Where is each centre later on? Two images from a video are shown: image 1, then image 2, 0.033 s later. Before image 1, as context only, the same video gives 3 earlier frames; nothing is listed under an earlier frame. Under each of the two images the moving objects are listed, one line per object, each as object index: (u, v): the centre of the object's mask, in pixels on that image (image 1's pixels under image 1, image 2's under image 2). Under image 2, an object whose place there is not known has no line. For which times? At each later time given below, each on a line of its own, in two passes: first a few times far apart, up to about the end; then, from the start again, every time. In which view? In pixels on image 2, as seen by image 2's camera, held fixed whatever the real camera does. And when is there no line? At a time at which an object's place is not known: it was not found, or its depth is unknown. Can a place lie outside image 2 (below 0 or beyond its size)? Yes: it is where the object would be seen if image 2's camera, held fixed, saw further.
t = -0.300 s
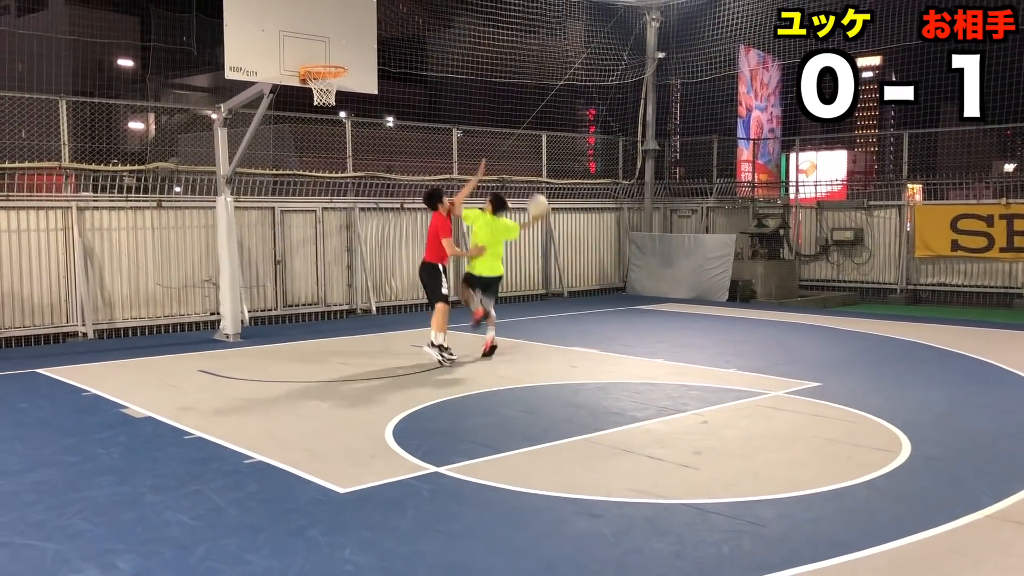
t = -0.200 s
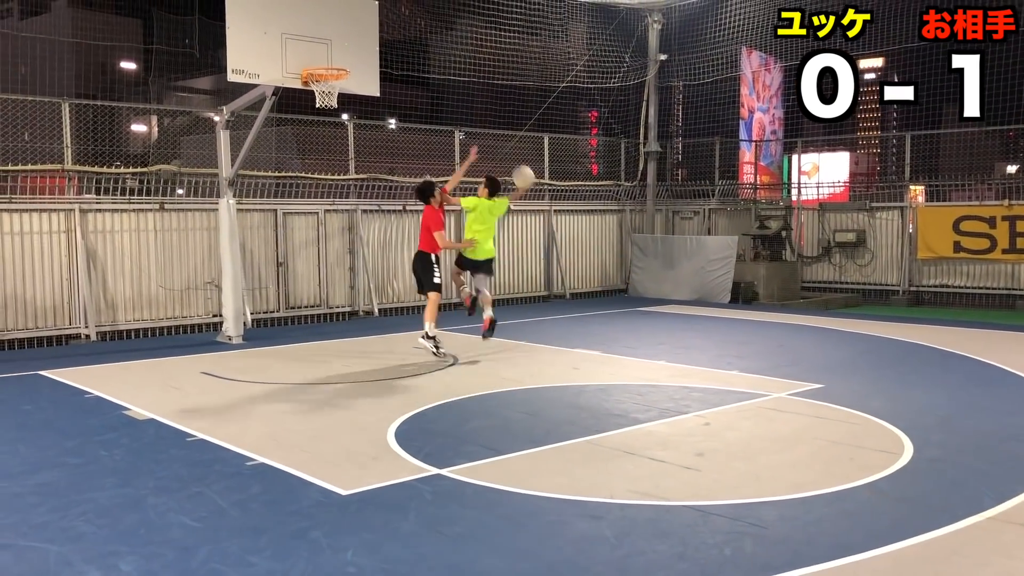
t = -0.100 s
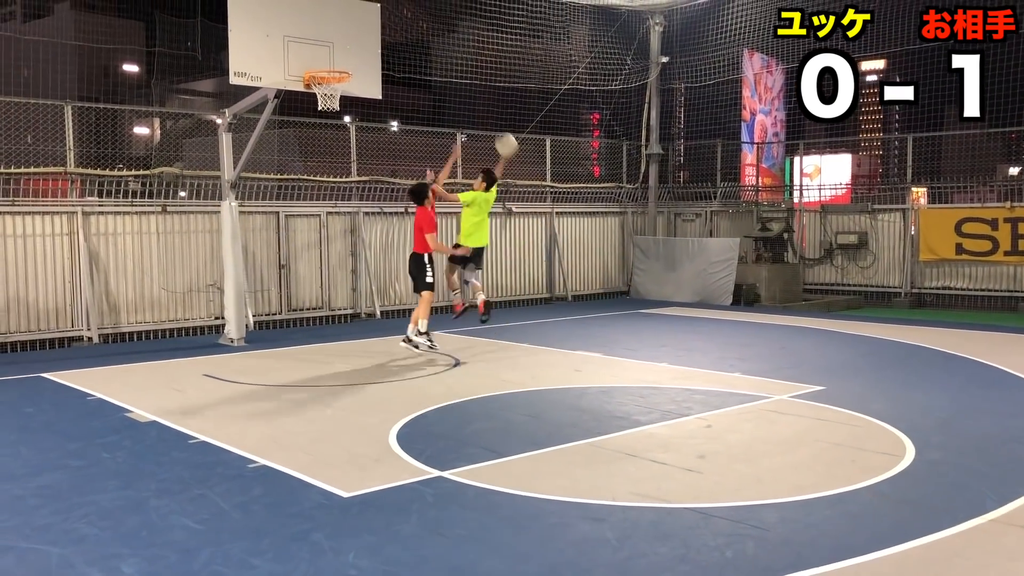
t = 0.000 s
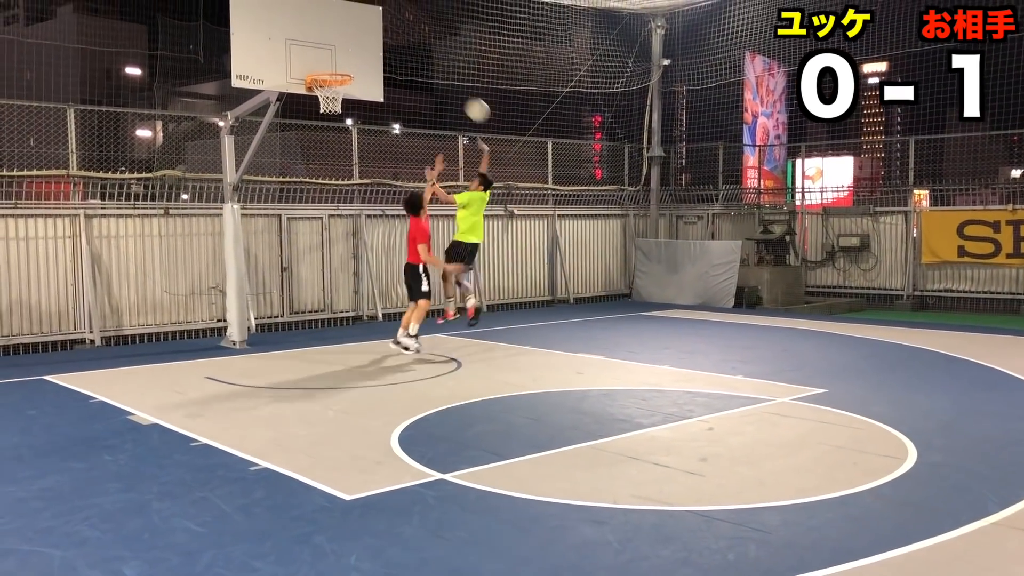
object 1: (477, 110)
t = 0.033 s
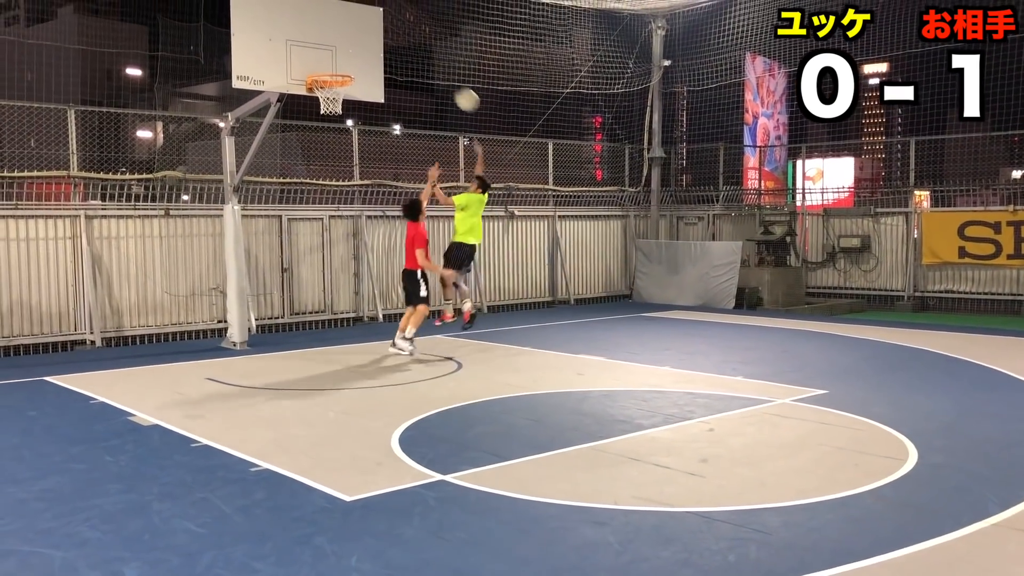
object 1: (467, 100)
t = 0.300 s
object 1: (376, 44)
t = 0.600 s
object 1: (343, 53)
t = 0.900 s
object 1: (325, 63)
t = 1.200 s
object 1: (325, 64)
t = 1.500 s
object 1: (335, 130)
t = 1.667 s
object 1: (341, 199)
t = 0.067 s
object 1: (455, 89)
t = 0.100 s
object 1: (444, 80)
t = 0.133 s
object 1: (433, 72)
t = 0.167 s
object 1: (422, 65)
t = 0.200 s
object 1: (410, 58)
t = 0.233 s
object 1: (398, 53)
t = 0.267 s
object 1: (388, 48)
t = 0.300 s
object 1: (376, 44)
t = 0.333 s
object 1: (367, 42)
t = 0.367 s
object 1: (363, 39)
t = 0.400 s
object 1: (359, 37)
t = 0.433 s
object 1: (358, 38)
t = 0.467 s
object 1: (355, 38)
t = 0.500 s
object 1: (352, 40)
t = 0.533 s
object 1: (349, 44)
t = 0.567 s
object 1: (346, 47)
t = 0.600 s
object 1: (343, 53)
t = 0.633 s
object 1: (339, 60)
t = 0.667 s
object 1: (338, 64)
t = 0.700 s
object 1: (335, 64)
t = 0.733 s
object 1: (334, 61)
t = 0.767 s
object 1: (332, 60)
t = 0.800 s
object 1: (330, 59)
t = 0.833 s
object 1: (328, 59)
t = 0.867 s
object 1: (326, 61)
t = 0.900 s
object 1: (325, 63)
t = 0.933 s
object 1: (322, 65)
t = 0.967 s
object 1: (319, 66)
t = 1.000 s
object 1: (318, 65)
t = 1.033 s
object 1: (318, 62)
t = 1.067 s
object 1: (319, 59)
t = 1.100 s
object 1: (320, 58)
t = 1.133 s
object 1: (322, 59)
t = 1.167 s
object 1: (323, 60)
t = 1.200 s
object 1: (325, 64)
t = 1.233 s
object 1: (326, 66)
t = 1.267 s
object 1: (326, 67)
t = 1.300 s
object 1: (325, 73)
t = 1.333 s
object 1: (330, 83)
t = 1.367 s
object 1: (331, 92)
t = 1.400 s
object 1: (333, 101)
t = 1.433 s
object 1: (333, 110)
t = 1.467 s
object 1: (334, 120)
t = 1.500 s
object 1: (335, 130)
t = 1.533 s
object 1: (337, 141)
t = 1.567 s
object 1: (338, 155)
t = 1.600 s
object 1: (339, 169)
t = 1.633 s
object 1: (340, 184)
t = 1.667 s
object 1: (341, 199)
